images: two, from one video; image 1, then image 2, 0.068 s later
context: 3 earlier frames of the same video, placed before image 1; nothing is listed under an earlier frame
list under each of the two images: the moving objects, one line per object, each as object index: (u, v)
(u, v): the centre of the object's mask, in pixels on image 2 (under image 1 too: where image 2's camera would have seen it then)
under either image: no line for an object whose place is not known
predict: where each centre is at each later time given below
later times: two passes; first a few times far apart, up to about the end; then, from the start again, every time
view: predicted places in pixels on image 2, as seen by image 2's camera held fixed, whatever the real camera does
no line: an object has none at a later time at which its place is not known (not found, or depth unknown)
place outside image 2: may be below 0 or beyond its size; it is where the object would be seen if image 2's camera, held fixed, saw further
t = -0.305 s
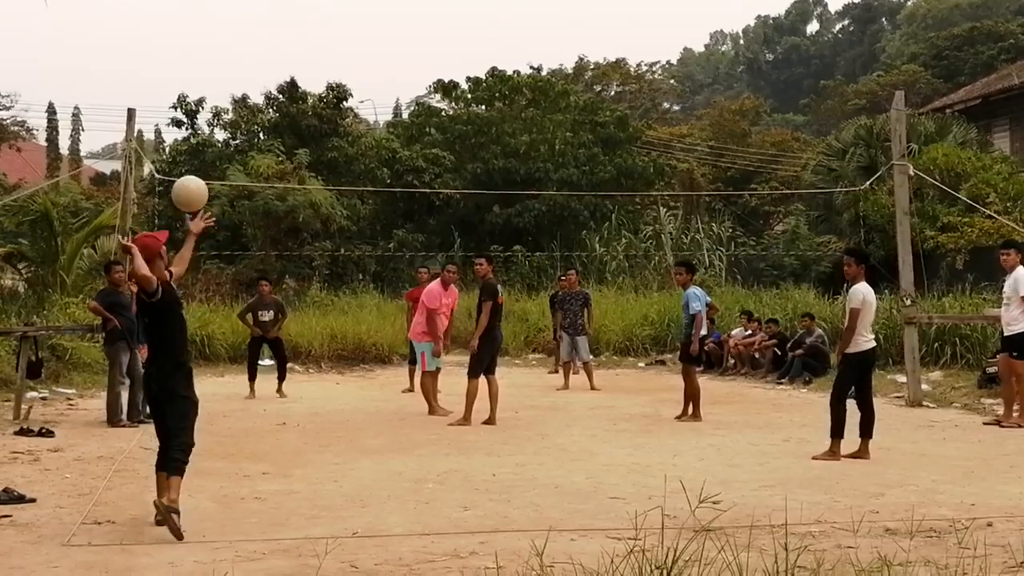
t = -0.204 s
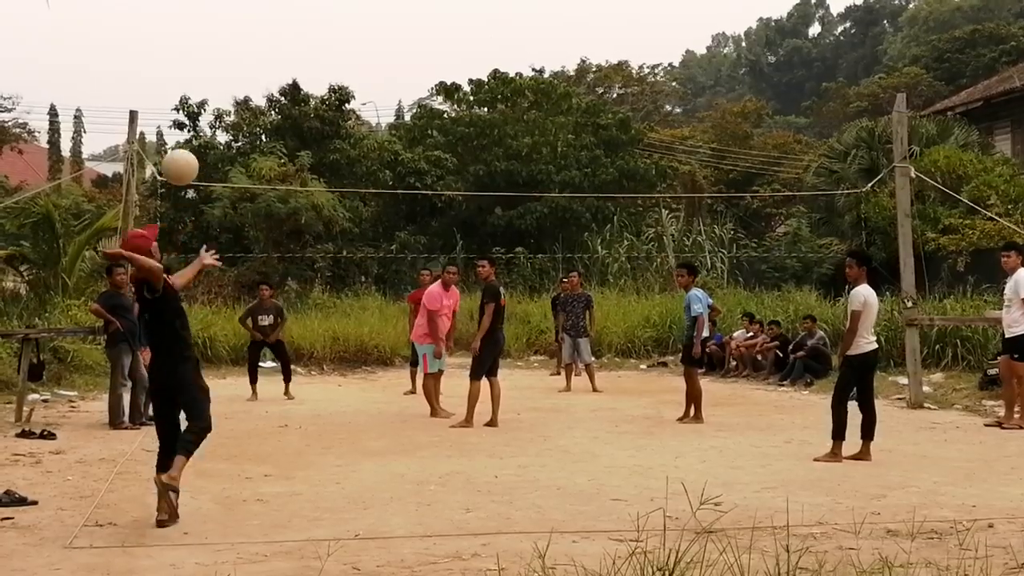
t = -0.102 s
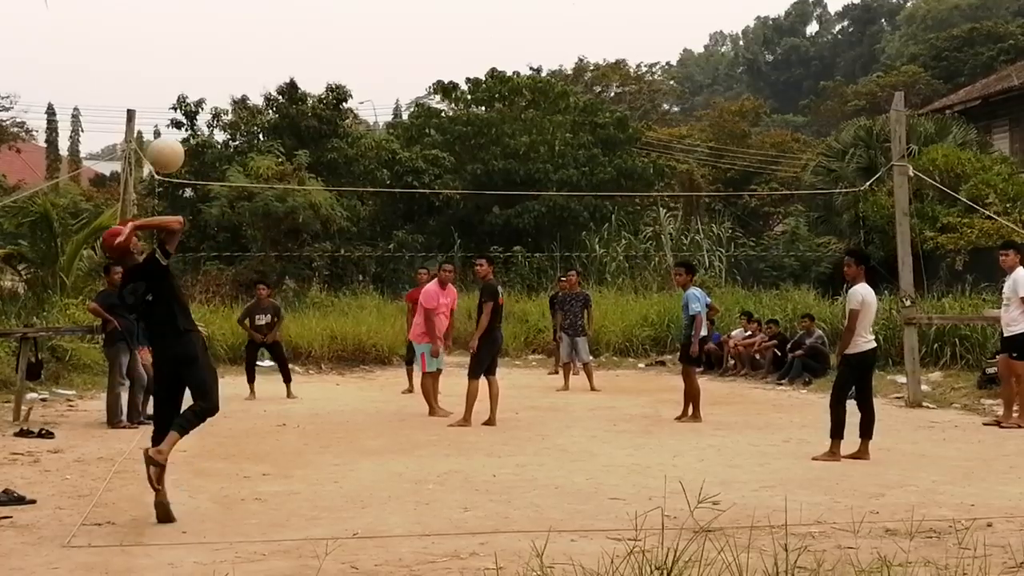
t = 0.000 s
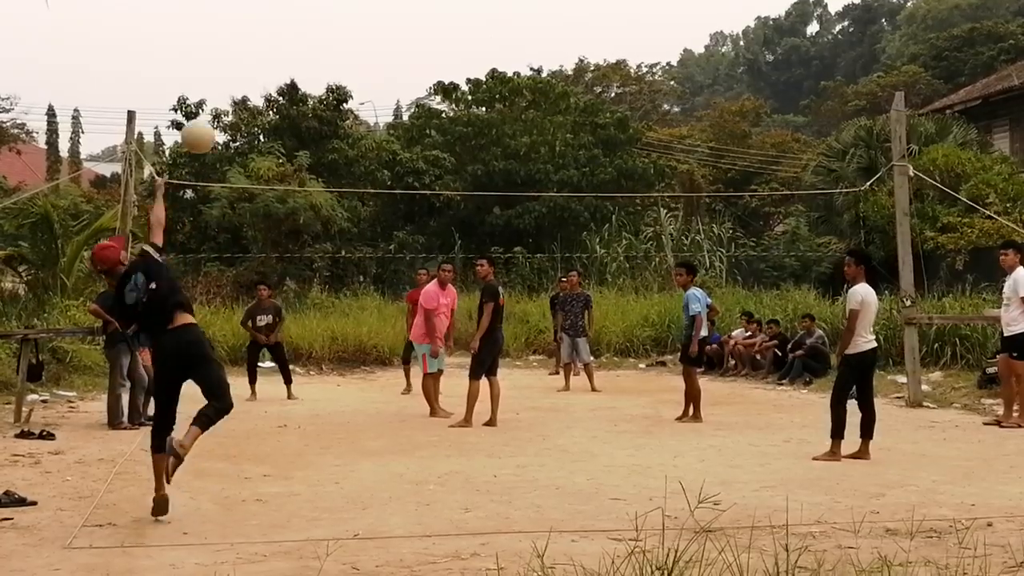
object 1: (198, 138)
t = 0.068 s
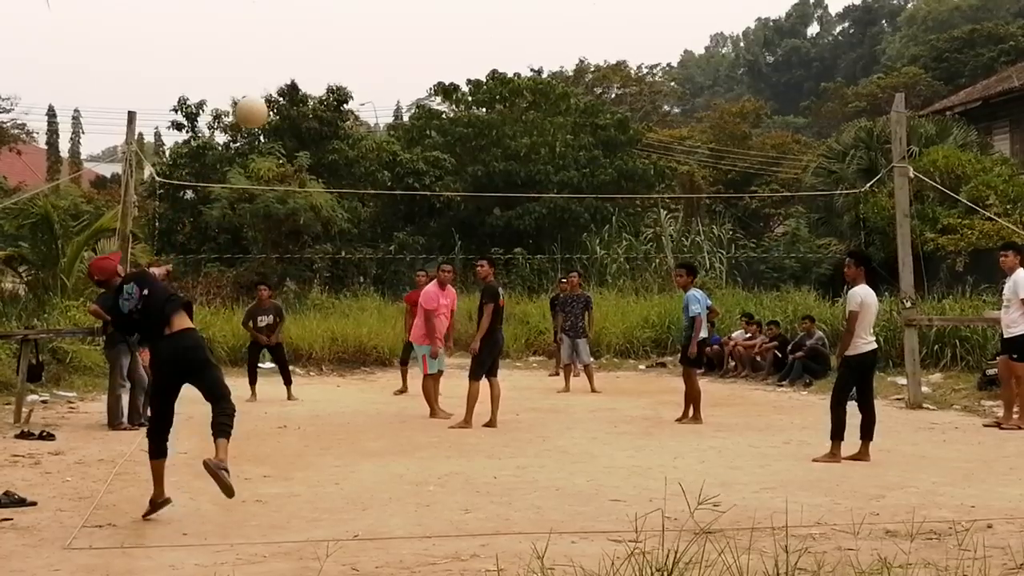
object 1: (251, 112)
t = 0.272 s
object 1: (359, 90)
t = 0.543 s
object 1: (439, 136)
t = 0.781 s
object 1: (480, 215)
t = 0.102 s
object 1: (274, 103)
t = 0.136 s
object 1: (294, 97)
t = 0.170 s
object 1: (313, 93)
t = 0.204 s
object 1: (330, 90)
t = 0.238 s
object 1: (345, 90)
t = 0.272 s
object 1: (359, 90)
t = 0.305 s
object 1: (372, 93)
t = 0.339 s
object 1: (385, 97)
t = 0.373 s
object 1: (396, 101)
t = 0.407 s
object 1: (406, 107)
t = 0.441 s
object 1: (415, 112)
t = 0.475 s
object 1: (423, 119)
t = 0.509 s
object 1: (431, 127)
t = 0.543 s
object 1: (439, 136)
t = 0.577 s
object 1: (445, 145)
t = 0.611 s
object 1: (452, 156)
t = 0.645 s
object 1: (458, 167)
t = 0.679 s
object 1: (464, 178)
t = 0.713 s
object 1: (470, 190)
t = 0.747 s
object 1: (475, 202)
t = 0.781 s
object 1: (480, 215)
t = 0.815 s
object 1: (484, 228)
